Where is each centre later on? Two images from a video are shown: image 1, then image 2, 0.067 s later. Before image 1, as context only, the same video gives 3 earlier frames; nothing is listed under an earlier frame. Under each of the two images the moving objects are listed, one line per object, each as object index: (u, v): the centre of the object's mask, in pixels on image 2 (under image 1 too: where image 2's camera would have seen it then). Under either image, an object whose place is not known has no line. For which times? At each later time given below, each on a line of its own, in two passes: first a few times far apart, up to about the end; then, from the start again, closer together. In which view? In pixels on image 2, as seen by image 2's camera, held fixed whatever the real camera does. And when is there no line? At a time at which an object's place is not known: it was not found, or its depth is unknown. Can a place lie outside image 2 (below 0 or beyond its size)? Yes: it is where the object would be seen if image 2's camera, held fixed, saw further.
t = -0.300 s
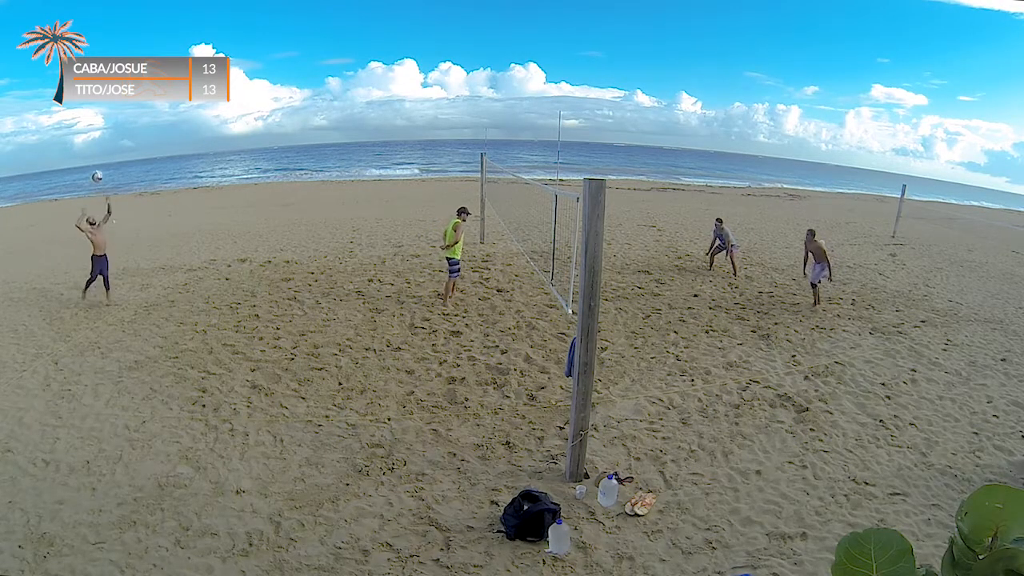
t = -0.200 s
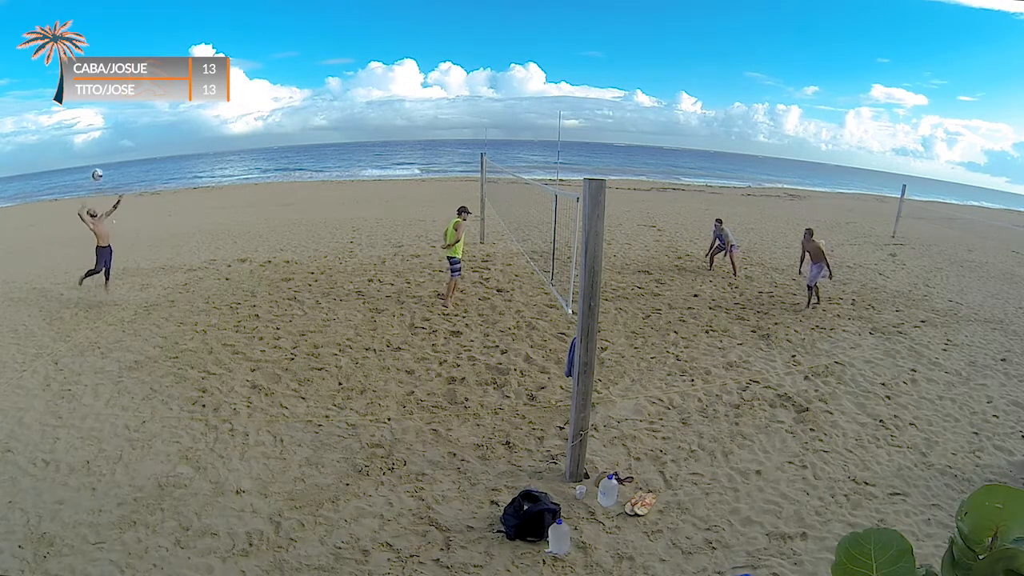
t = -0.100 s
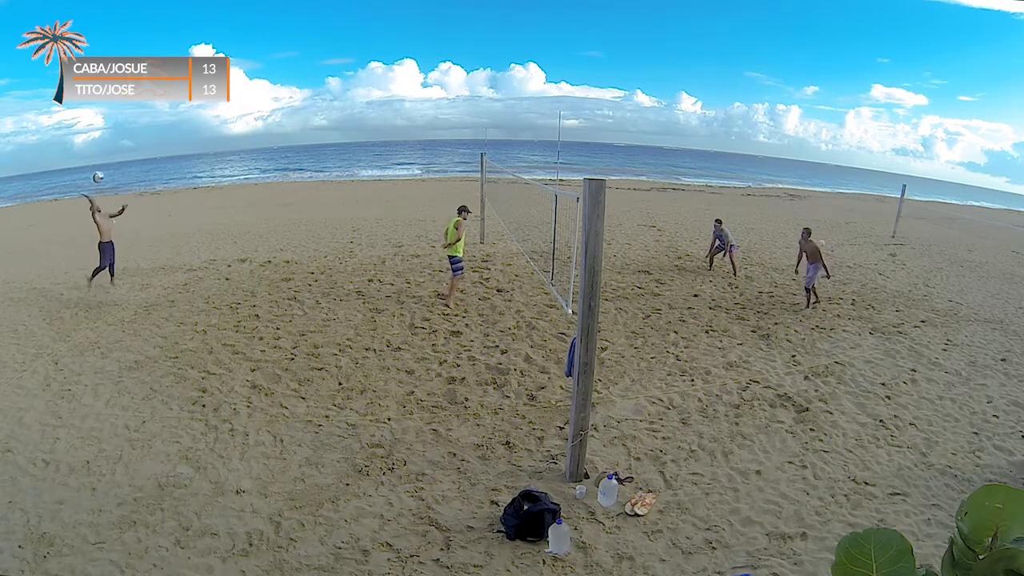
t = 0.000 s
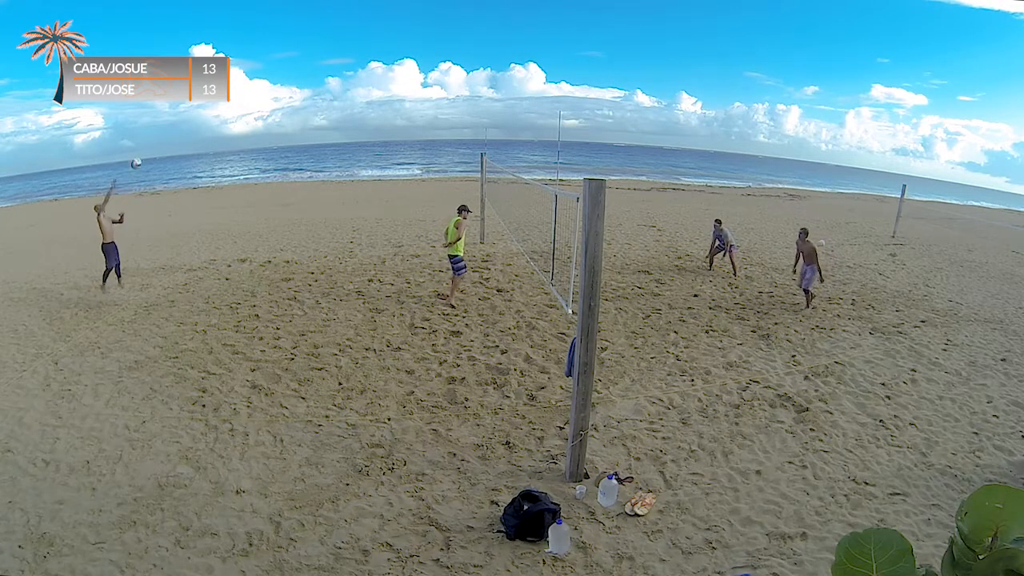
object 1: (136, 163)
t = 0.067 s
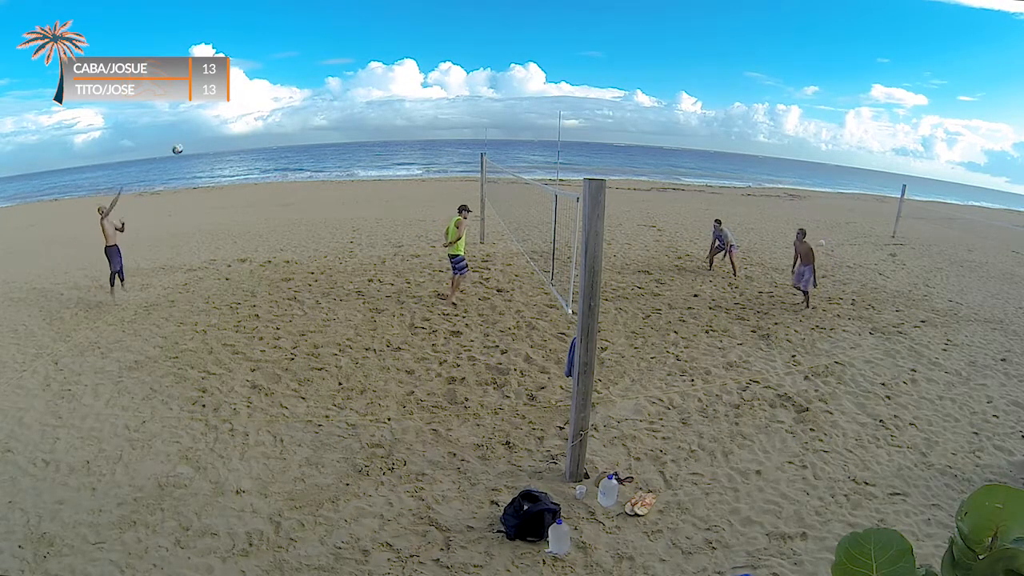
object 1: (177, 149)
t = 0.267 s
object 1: (306, 124)
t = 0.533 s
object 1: (470, 134)
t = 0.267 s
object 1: (306, 124)
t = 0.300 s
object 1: (327, 122)
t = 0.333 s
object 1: (349, 122)
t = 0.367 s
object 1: (370, 122)
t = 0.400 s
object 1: (391, 123)
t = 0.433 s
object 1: (411, 124)
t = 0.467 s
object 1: (431, 127)
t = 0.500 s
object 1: (451, 130)
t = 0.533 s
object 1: (470, 134)
